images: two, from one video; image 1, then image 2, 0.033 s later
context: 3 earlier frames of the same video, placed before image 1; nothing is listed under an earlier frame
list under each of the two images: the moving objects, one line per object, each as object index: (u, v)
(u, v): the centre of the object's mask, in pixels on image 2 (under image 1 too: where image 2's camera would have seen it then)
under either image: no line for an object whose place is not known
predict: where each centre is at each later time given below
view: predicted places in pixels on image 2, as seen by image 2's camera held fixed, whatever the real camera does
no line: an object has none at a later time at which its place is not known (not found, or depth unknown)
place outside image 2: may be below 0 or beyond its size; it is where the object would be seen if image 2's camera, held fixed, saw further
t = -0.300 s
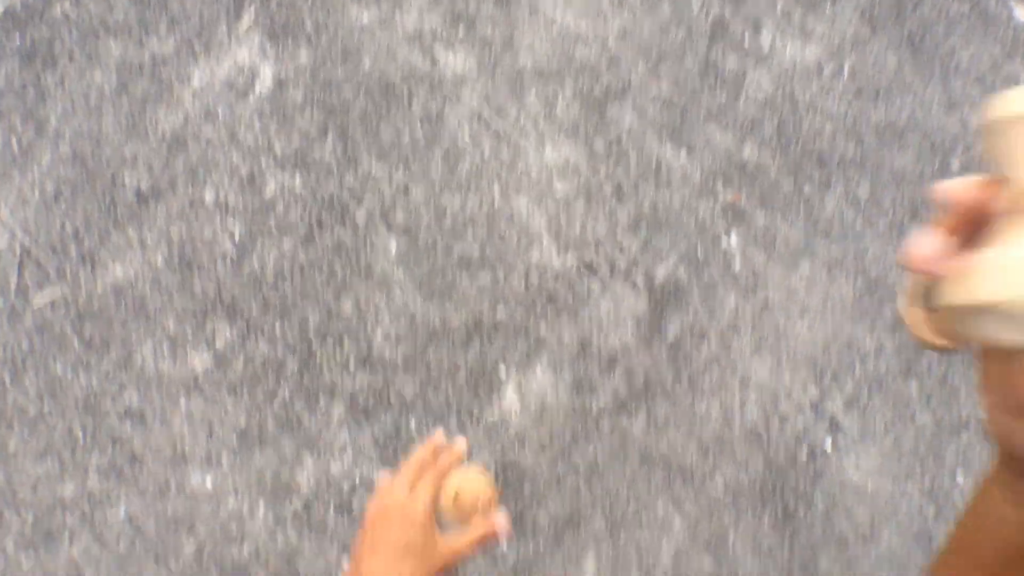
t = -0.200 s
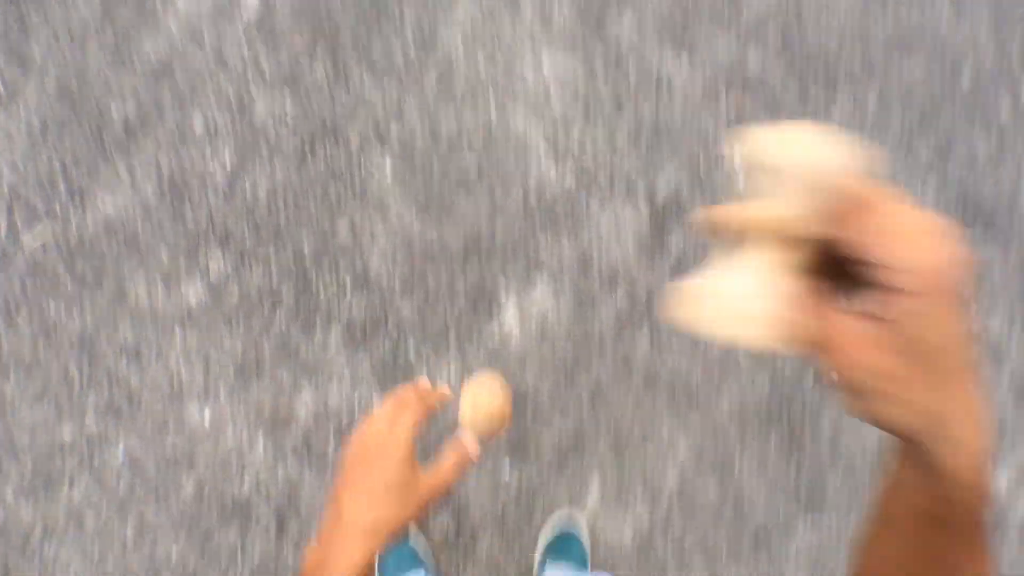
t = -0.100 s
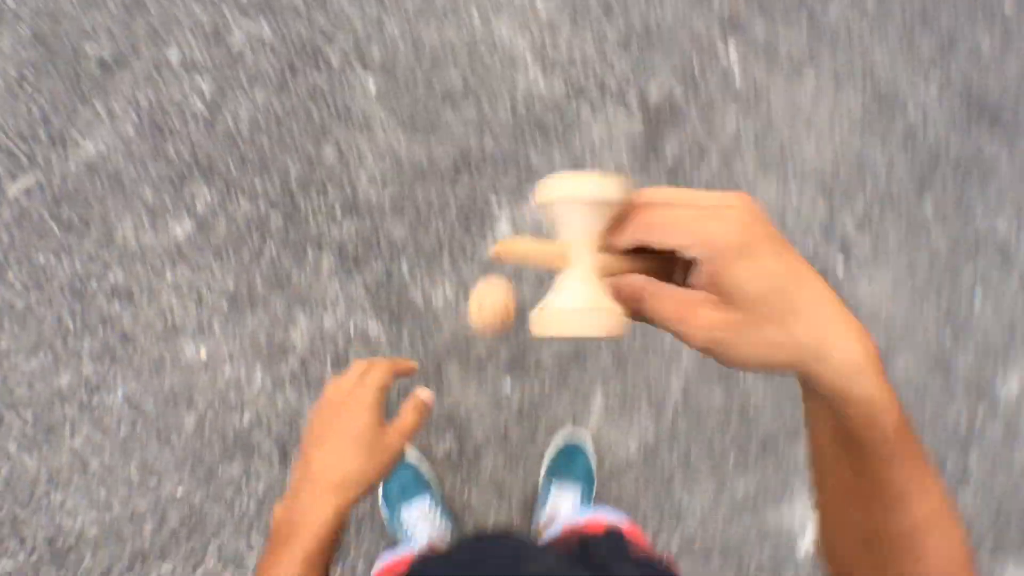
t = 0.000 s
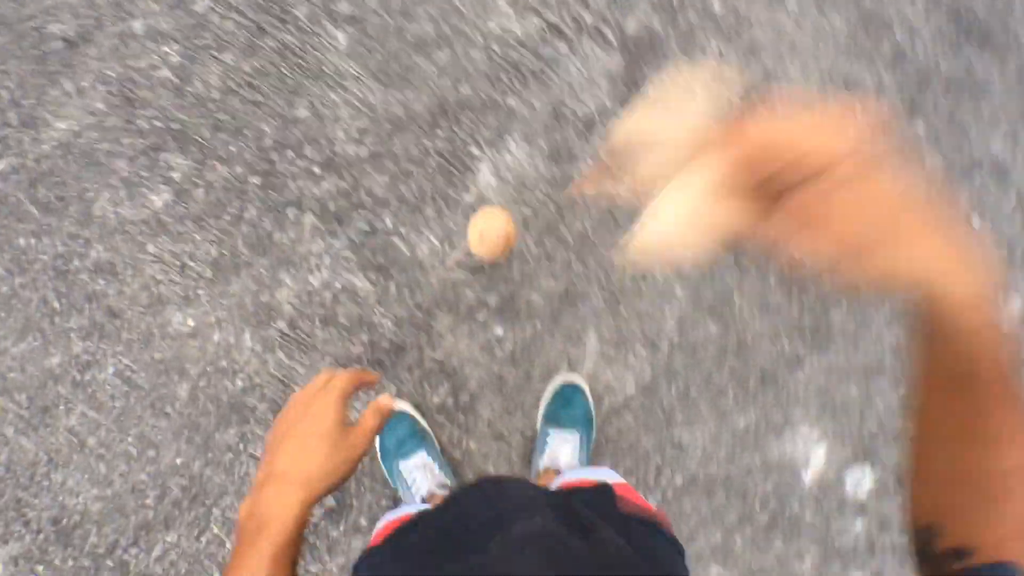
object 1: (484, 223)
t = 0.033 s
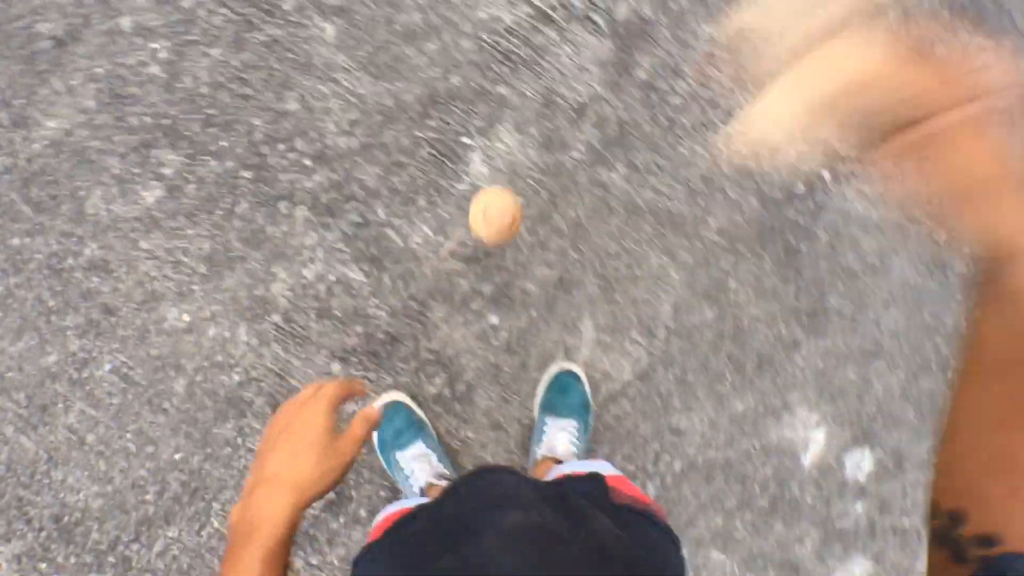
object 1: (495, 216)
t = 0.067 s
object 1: (511, 204)
